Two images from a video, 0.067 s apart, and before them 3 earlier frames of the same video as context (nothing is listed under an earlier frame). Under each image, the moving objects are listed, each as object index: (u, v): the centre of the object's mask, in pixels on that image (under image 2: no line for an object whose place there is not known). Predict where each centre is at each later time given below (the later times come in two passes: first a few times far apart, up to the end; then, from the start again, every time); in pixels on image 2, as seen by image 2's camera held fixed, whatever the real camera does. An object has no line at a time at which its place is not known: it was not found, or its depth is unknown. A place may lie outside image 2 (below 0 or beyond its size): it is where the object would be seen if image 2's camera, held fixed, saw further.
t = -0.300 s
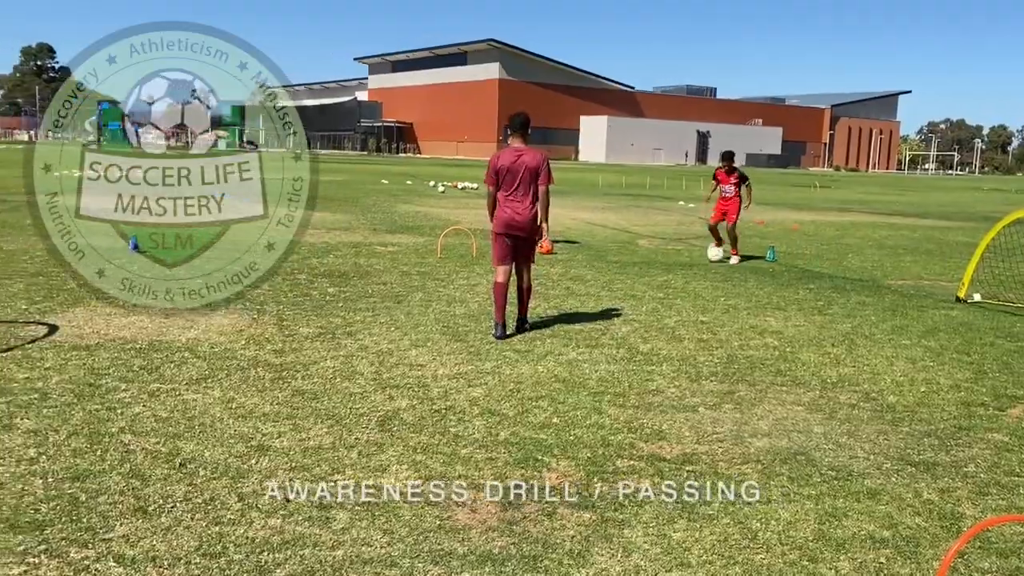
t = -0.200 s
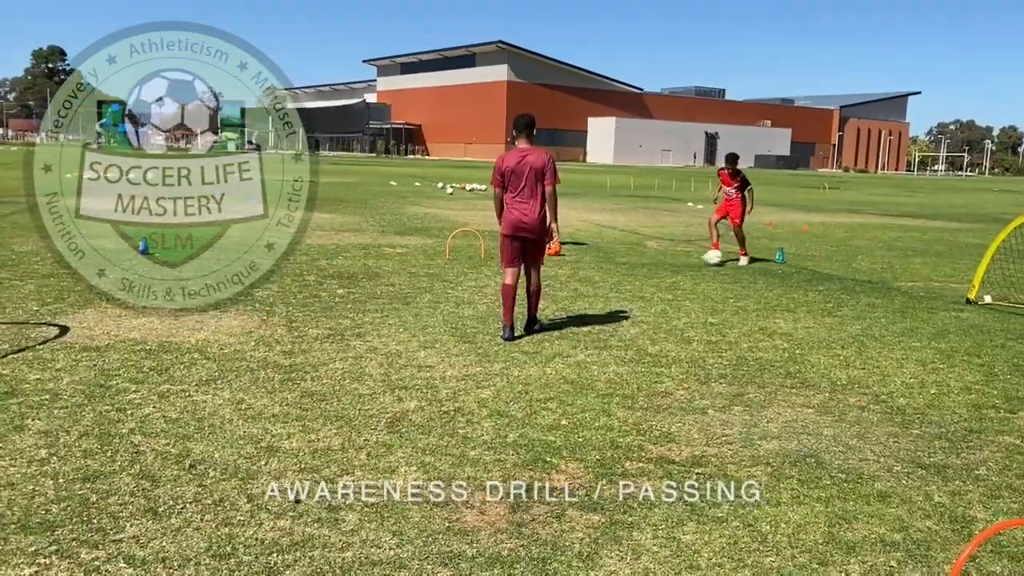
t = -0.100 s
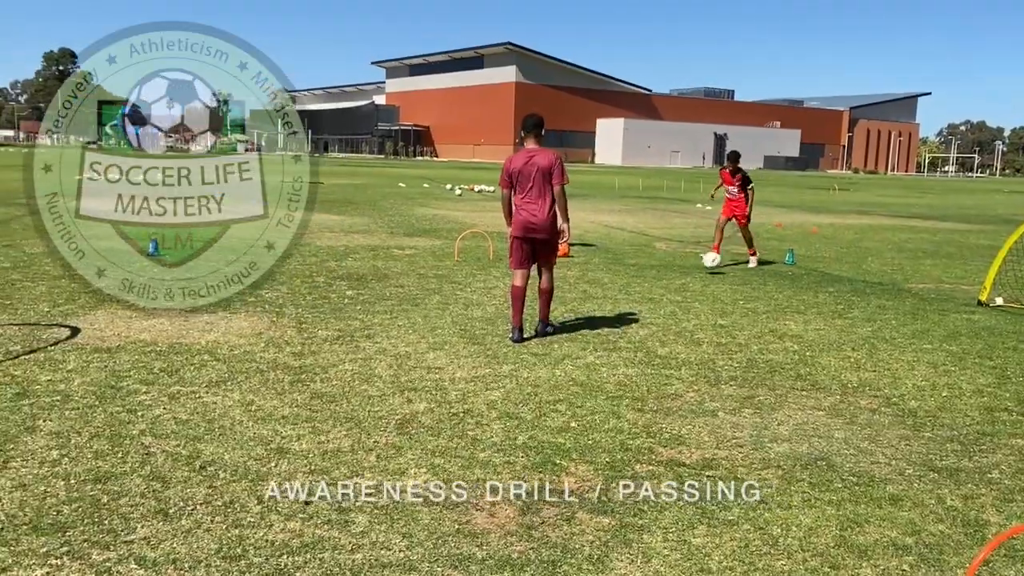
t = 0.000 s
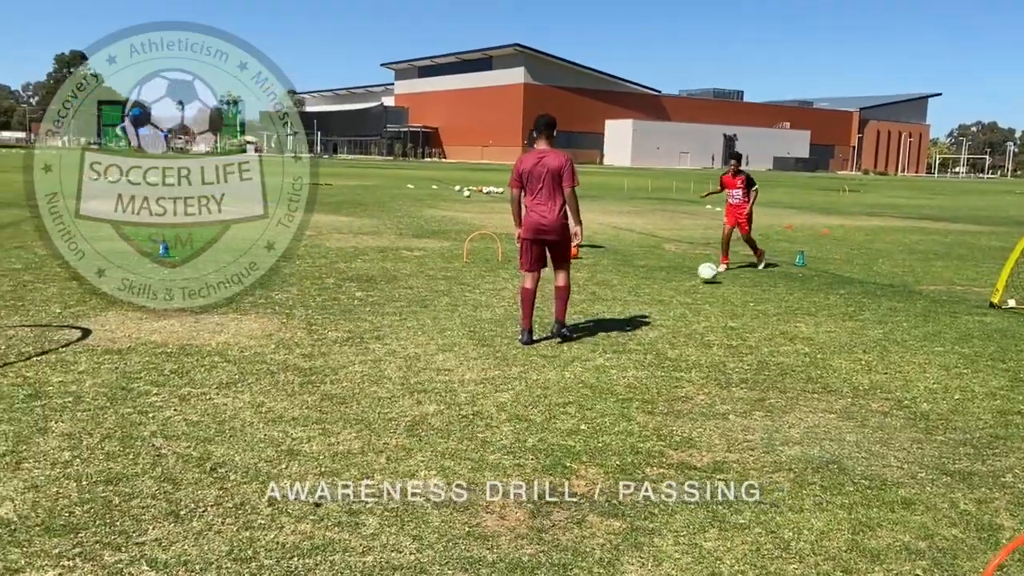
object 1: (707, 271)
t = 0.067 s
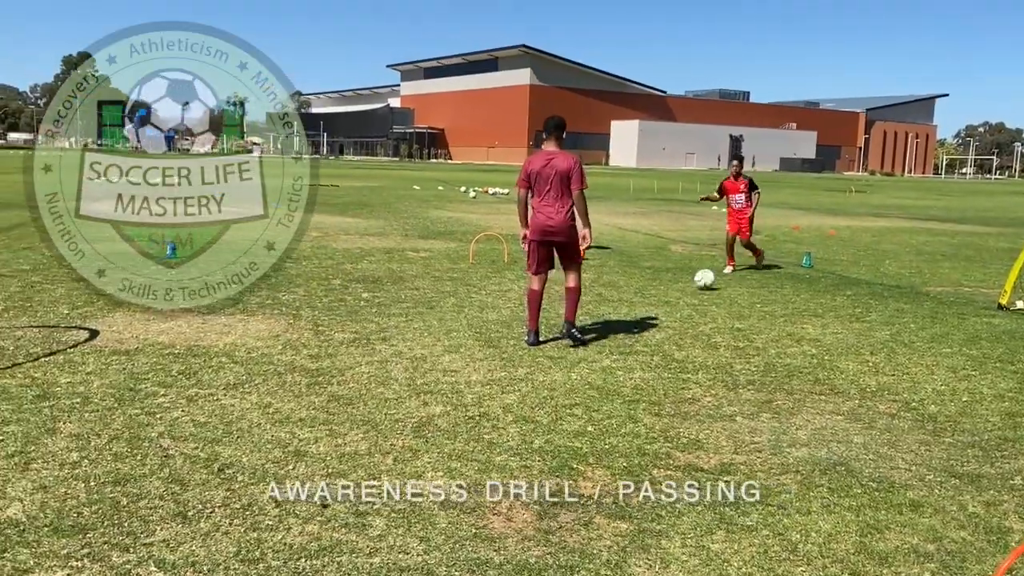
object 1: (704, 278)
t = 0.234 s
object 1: (681, 290)
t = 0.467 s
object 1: (643, 306)
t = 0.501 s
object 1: (638, 308)
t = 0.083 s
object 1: (702, 278)
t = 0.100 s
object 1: (700, 279)
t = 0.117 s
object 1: (698, 279)
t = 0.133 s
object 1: (696, 280)
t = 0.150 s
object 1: (693, 281)
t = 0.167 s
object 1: (691, 282)
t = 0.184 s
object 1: (688, 283)
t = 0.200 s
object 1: (686, 286)
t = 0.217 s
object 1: (683, 288)
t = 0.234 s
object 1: (681, 290)
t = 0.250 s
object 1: (678, 293)
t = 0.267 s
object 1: (676, 293)
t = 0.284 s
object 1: (673, 294)
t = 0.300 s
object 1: (671, 294)
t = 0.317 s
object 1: (668, 295)
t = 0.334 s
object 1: (666, 296)
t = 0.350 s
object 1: (663, 298)
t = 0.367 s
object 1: (661, 299)
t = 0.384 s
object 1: (657, 300)
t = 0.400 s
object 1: (655, 301)
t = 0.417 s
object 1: (652, 302)
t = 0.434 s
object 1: (649, 303)
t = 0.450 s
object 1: (646, 304)
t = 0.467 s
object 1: (643, 306)
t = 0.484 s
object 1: (641, 307)
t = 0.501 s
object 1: (638, 308)
